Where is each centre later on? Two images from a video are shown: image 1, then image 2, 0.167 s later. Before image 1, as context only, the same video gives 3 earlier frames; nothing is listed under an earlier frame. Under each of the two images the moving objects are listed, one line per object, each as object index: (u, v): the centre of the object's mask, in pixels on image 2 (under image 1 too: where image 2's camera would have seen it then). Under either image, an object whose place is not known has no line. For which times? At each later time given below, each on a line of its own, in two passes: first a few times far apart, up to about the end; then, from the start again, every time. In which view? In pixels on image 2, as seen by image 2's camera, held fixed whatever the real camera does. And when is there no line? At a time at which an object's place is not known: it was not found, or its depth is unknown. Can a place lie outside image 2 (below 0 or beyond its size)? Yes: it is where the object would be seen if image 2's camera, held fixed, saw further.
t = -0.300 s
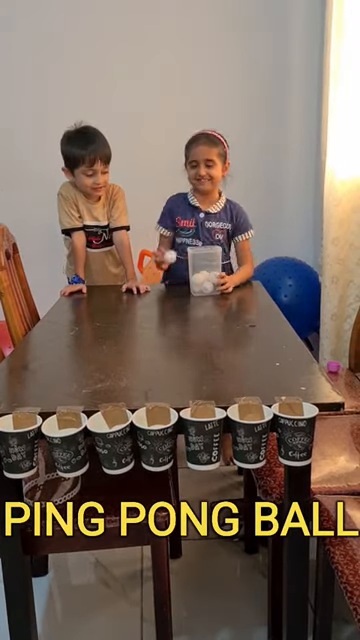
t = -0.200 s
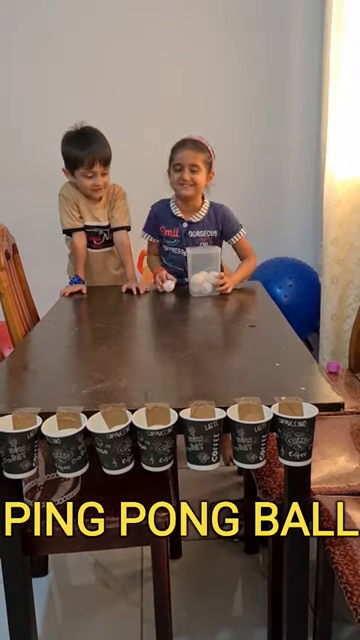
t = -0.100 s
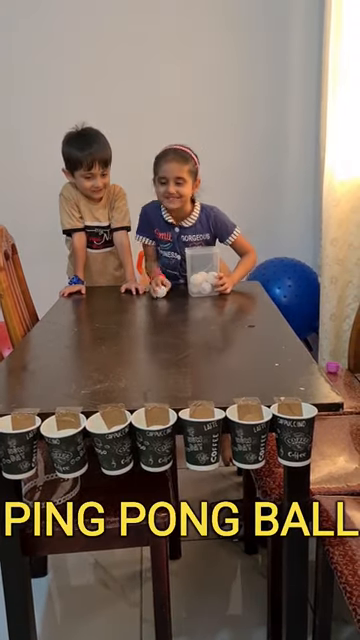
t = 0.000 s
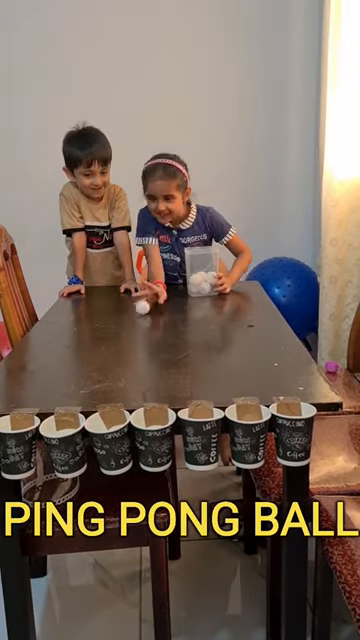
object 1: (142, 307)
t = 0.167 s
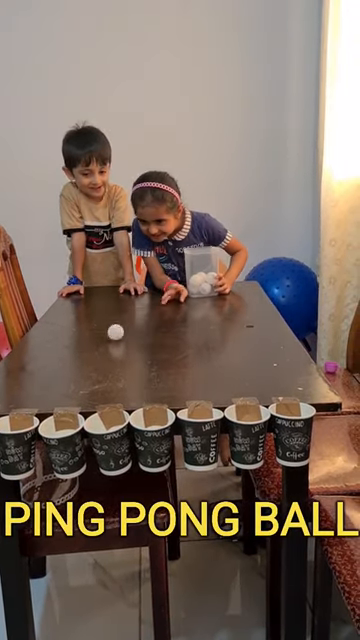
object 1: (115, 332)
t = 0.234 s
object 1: (102, 343)
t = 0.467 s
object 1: (41, 393)
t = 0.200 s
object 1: (109, 337)
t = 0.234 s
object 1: (102, 343)
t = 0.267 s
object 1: (95, 349)
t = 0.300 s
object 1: (87, 356)
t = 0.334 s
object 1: (79, 363)
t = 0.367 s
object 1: (70, 370)
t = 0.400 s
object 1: (61, 377)
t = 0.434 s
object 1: (52, 385)
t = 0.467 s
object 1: (41, 393)
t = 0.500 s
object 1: (29, 402)
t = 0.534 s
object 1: (18, 420)
